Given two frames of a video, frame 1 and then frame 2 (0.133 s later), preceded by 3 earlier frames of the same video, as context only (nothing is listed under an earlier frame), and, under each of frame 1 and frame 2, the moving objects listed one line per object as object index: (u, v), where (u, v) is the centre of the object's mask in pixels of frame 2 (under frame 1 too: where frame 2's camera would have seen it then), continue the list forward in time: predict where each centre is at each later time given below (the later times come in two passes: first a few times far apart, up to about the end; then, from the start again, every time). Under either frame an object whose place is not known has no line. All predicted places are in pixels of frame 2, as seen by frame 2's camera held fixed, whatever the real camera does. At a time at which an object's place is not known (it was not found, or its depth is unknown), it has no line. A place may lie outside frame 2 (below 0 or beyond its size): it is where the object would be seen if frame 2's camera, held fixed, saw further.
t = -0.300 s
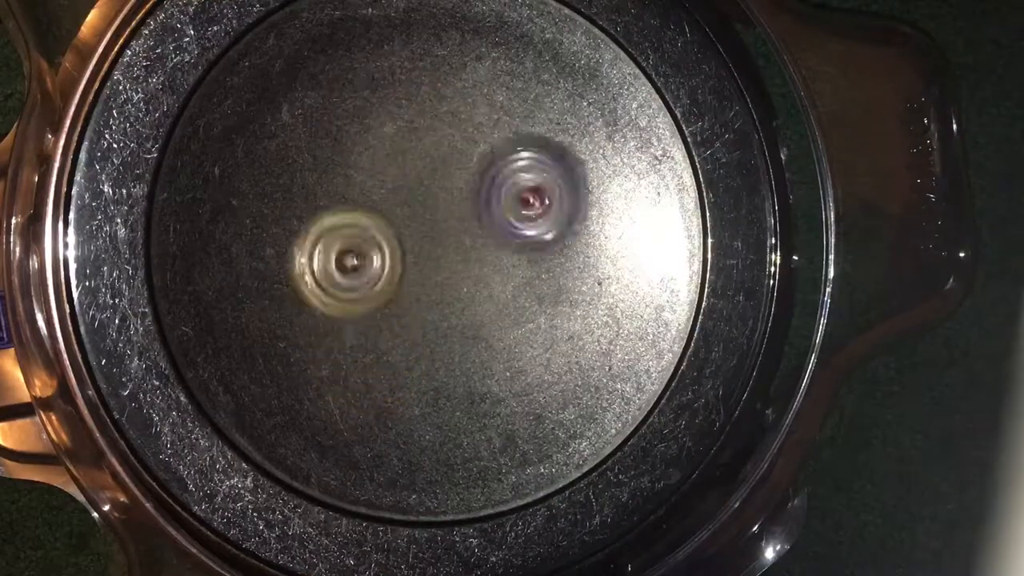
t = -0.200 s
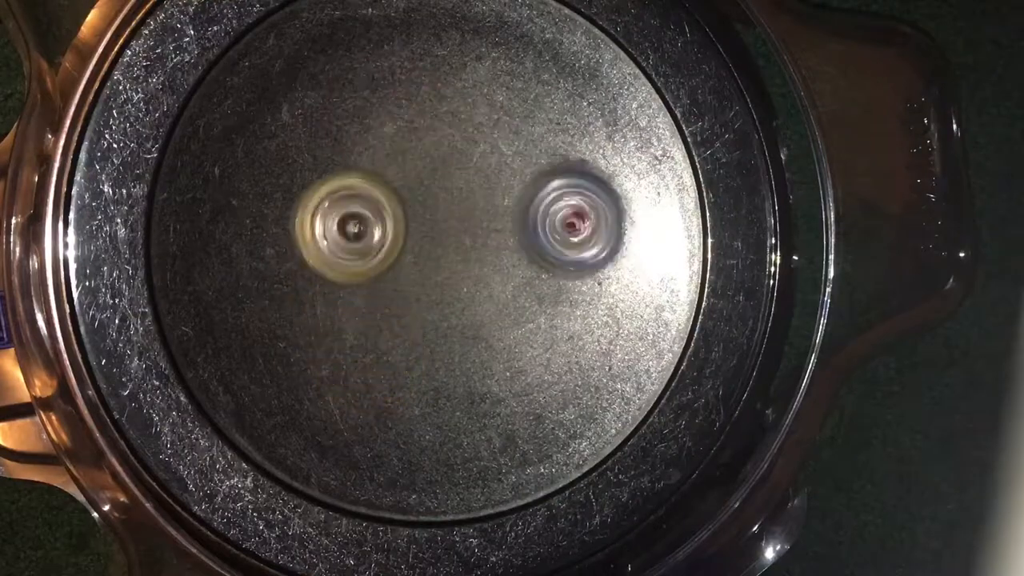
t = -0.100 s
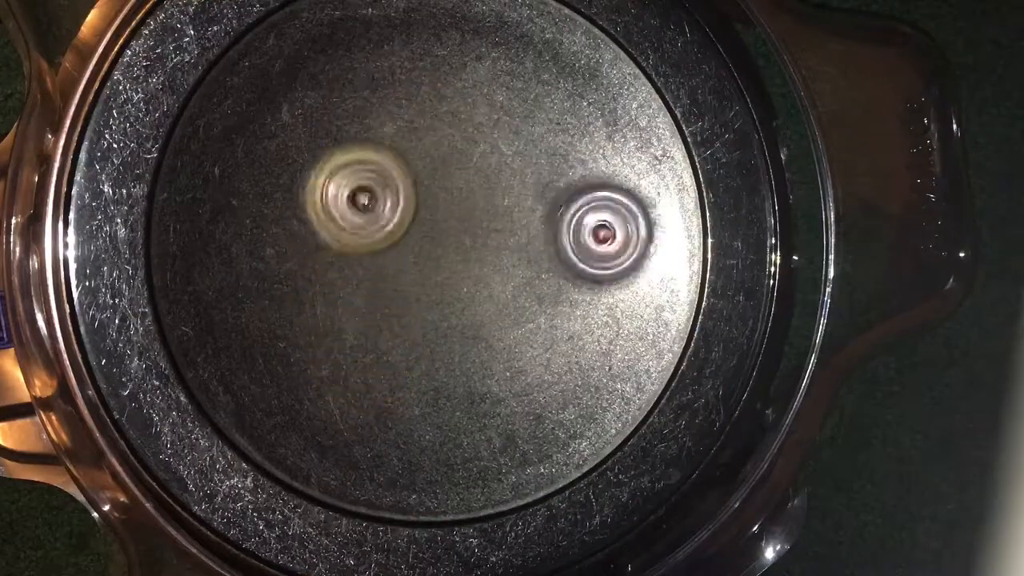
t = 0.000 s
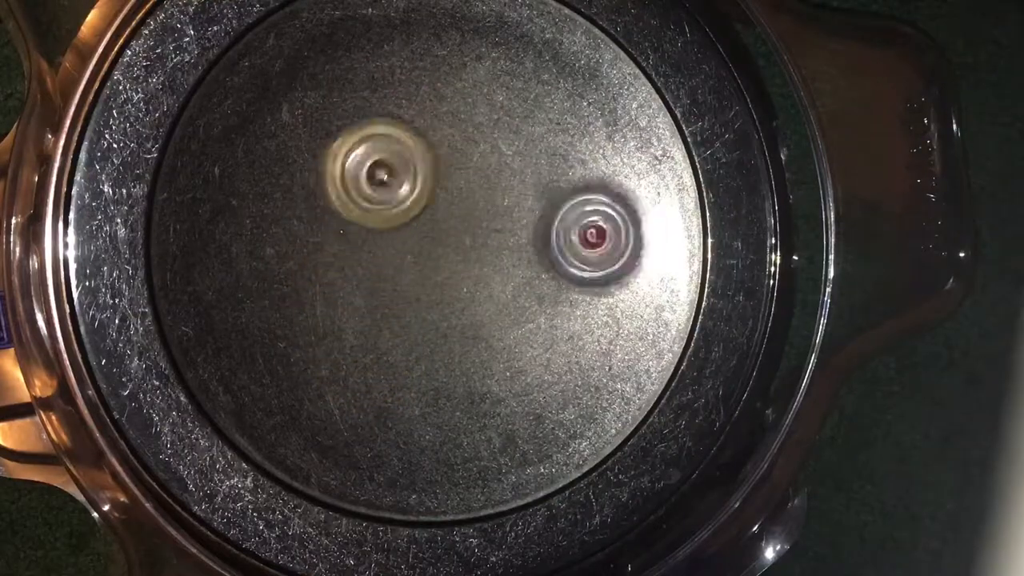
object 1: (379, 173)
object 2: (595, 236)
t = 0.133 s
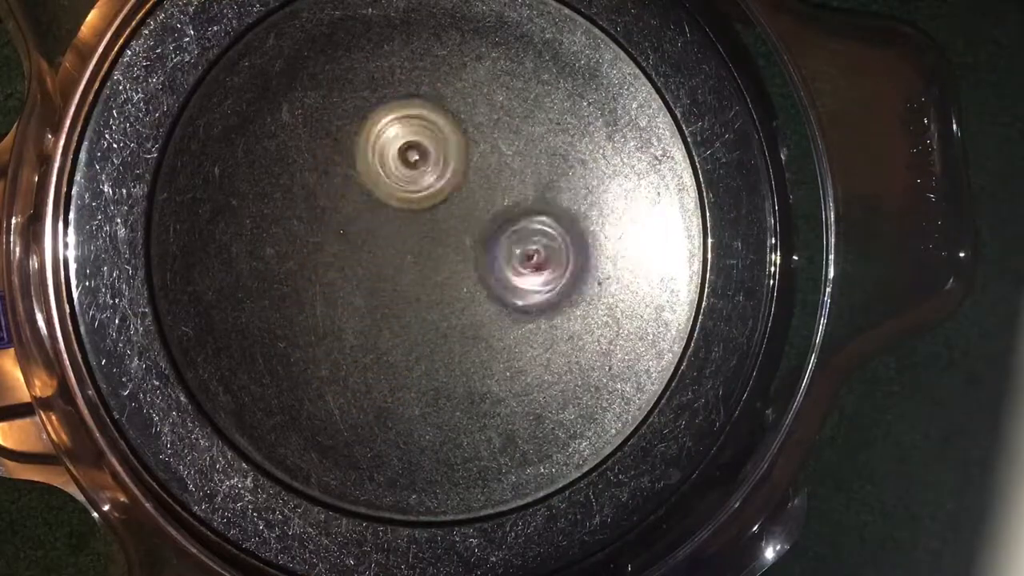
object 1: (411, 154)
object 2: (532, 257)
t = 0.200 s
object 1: (429, 151)
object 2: (502, 282)
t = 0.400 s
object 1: (481, 176)
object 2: (413, 346)
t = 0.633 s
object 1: (515, 239)
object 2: (363, 390)
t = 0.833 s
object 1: (507, 287)
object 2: (384, 314)
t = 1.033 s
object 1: (518, 312)
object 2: (328, 213)
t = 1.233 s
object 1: (478, 305)
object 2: (316, 131)
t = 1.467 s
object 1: (400, 275)
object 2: (375, 116)
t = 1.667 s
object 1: (360, 244)
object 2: (465, 157)
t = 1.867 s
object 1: (357, 223)
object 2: (530, 227)
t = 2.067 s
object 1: (392, 213)
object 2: (556, 310)
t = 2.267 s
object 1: (457, 230)
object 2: (536, 338)
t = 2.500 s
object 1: (492, 196)
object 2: (454, 373)
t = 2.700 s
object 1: (470, 188)
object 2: (384, 346)
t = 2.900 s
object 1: (477, 207)
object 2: (334, 285)
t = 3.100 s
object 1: (502, 217)
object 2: (342, 248)
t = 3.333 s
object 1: (531, 287)
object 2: (339, 229)
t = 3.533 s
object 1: (509, 286)
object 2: (346, 229)
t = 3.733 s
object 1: (449, 304)
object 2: (375, 211)
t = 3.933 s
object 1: (413, 330)
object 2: (382, 212)
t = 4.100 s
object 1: (409, 321)
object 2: (380, 214)
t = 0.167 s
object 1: (421, 151)
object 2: (519, 268)
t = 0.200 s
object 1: (429, 151)
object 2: (502, 282)
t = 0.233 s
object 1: (439, 151)
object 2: (486, 291)
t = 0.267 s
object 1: (448, 153)
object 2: (466, 304)
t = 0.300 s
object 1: (457, 158)
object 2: (453, 312)
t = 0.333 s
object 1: (465, 162)
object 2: (438, 324)
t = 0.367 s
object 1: (473, 169)
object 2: (429, 336)
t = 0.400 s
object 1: (481, 176)
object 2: (413, 346)
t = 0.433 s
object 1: (487, 185)
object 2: (393, 361)
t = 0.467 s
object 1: (495, 194)
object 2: (384, 368)
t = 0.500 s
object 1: (500, 203)
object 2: (372, 377)
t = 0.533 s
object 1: (506, 211)
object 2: (364, 385)
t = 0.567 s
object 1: (509, 220)
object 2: (363, 388)
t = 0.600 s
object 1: (513, 230)
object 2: (361, 389)
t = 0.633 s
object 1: (515, 239)
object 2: (363, 390)
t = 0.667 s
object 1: (517, 250)
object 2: (366, 386)
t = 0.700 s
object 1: (517, 257)
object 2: (368, 384)
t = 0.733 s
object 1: (518, 266)
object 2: (374, 372)
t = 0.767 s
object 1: (515, 274)
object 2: (382, 357)
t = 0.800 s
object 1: (512, 283)
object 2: (388, 336)
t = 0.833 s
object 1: (507, 287)
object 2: (384, 314)
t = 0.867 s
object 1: (513, 298)
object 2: (374, 289)
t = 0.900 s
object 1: (519, 303)
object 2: (363, 275)
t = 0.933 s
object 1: (520, 308)
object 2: (352, 255)
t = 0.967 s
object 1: (522, 309)
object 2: (341, 243)
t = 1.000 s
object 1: (521, 311)
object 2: (335, 230)
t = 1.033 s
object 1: (518, 312)
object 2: (328, 213)
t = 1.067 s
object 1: (517, 313)
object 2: (323, 201)
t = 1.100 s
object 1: (511, 311)
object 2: (319, 187)
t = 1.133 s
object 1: (504, 312)
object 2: (316, 174)
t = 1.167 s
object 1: (497, 309)
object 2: (314, 159)
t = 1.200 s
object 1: (489, 309)
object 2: (315, 144)
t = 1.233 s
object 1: (478, 305)
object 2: (316, 131)
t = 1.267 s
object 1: (469, 304)
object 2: (318, 120)
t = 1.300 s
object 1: (453, 297)
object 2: (322, 109)
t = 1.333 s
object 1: (443, 294)
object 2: (331, 104)
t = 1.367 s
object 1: (430, 290)
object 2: (337, 104)
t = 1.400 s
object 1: (420, 285)
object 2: (347, 107)
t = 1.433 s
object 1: (409, 282)
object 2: (356, 110)
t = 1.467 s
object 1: (400, 275)
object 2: (375, 116)
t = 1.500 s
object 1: (391, 272)
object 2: (391, 123)
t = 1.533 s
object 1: (384, 265)
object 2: (409, 129)
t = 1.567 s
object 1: (376, 262)
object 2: (423, 134)
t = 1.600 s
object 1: (370, 255)
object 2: (437, 141)
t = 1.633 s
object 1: (364, 251)
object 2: (451, 148)
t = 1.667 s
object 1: (360, 244)
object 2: (465, 157)
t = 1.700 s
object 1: (356, 240)
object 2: (478, 164)
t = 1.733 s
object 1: (356, 236)
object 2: (491, 177)
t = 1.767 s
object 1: (354, 233)
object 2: (504, 192)
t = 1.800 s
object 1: (354, 228)
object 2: (514, 201)
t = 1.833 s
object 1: (355, 227)
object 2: (524, 212)
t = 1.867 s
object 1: (357, 223)
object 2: (530, 227)
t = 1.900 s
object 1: (361, 221)
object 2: (538, 241)
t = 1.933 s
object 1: (365, 217)
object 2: (543, 253)
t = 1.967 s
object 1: (371, 216)
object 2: (547, 271)
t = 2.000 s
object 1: (377, 214)
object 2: (553, 280)
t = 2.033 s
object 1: (385, 213)
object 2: (554, 298)
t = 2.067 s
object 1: (392, 213)
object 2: (556, 310)
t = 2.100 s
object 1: (403, 213)
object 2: (557, 323)
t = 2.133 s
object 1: (413, 216)
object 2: (554, 332)
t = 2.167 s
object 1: (424, 219)
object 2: (551, 337)
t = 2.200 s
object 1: (436, 223)
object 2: (547, 339)
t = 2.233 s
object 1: (443, 224)
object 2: (543, 340)
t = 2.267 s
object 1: (457, 230)
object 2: (536, 338)
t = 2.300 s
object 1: (463, 233)
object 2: (524, 339)
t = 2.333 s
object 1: (472, 232)
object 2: (506, 345)
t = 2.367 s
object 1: (481, 221)
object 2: (496, 353)
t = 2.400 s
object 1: (487, 214)
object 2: (482, 361)
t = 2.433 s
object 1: (488, 208)
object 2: (471, 366)
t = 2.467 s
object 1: (491, 200)
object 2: (464, 370)
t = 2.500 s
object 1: (492, 196)
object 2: (454, 373)
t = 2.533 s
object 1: (492, 190)
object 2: (443, 375)
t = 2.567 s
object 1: (489, 186)
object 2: (427, 374)
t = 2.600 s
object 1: (485, 184)
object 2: (415, 367)
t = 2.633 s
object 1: (479, 184)
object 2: (403, 362)
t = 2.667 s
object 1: (475, 183)
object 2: (394, 355)
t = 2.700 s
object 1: (470, 188)
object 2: (384, 346)
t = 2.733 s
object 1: (462, 190)
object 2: (377, 333)
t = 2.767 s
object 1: (458, 195)
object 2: (371, 318)
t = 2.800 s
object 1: (449, 203)
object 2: (366, 310)
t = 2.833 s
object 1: (445, 208)
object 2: (368, 297)
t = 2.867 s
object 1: (463, 211)
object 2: (347, 292)
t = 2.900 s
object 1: (477, 207)
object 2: (334, 285)
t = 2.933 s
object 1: (490, 209)
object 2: (322, 281)
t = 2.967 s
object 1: (494, 210)
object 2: (318, 274)
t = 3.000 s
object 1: (494, 210)
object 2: (318, 267)
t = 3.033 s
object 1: (497, 210)
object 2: (324, 261)
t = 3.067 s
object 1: (501, 214)
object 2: (333, 253)
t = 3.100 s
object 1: (502, 217)
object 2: (342, 248)
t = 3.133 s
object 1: (506, 225)
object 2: (352, 245)
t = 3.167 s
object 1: (502, 232)
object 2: (362, 246)
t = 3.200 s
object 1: (501, 235)
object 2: (372, 247)
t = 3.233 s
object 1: (500, 240)
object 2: (380, 249)
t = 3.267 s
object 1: (509, 257)
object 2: (367, 242)
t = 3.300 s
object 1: (526, 272)
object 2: (354, 235)
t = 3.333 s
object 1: (531, 287)
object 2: (339, 229)
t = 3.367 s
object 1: (531, 294)
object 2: (335, 225)
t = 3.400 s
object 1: (528, 296)
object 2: (333, 223)
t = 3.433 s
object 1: (526, 294)
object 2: (334, 223)
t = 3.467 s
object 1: (523, 293)
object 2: (339, 224)
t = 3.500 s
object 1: (516, 290)
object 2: (342, 226)
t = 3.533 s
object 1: (509, 286)
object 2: (346, 229)
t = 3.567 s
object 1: (501, 285)
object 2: (350, 233)
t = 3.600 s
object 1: (491, 281)
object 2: (357, 235)
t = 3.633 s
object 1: (481, 278)
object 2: (364, 239)
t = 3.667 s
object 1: (468, 280)
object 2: (368, 233)
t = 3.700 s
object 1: (458, 292)
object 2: (370, 220)
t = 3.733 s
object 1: (449, 304)
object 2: (375, 211)
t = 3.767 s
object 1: (441, 315)
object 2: (381, 204)
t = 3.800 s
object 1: (432, 323)
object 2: (383, 200)
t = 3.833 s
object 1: (425, 329)
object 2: (383, 199)
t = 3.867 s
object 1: (420, 333)
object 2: (383, 201)
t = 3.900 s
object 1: (415, 333)
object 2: (383, 207)
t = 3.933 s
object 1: (413, 330)
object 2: (382, 212)
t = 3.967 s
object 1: (413, 327)
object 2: (380, 216)
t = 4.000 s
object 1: (415, 325)
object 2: (378, 218)
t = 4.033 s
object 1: (414, 322)
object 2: (377, 218)
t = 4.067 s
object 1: (412, 322)
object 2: (378, 217)
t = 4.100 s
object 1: (409, 321)
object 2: (380, 214)
